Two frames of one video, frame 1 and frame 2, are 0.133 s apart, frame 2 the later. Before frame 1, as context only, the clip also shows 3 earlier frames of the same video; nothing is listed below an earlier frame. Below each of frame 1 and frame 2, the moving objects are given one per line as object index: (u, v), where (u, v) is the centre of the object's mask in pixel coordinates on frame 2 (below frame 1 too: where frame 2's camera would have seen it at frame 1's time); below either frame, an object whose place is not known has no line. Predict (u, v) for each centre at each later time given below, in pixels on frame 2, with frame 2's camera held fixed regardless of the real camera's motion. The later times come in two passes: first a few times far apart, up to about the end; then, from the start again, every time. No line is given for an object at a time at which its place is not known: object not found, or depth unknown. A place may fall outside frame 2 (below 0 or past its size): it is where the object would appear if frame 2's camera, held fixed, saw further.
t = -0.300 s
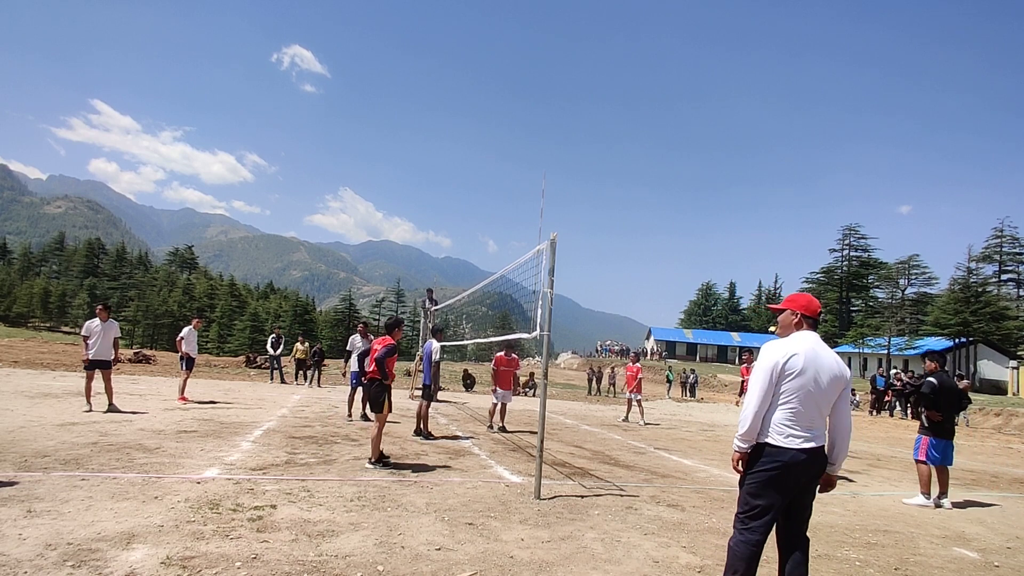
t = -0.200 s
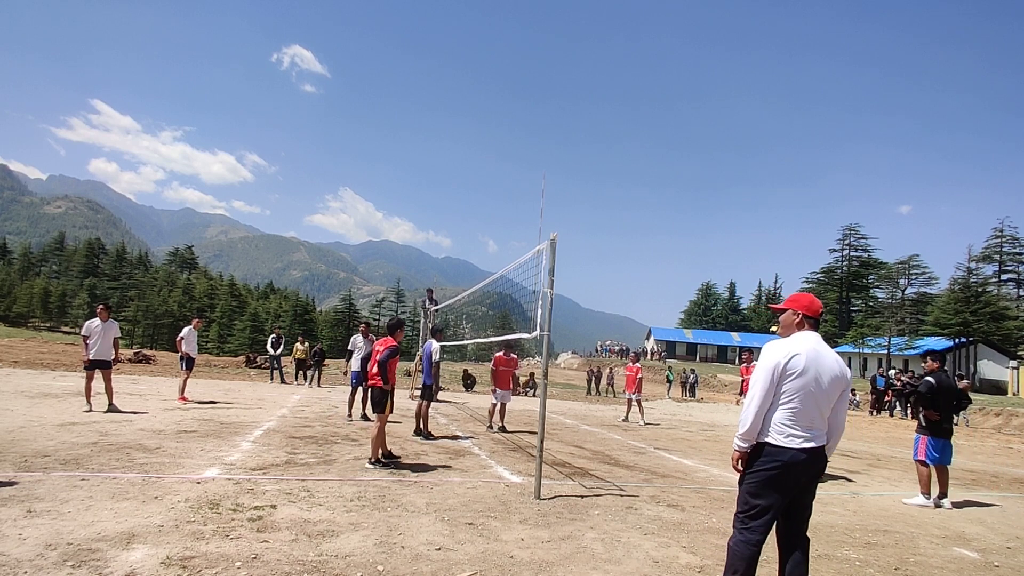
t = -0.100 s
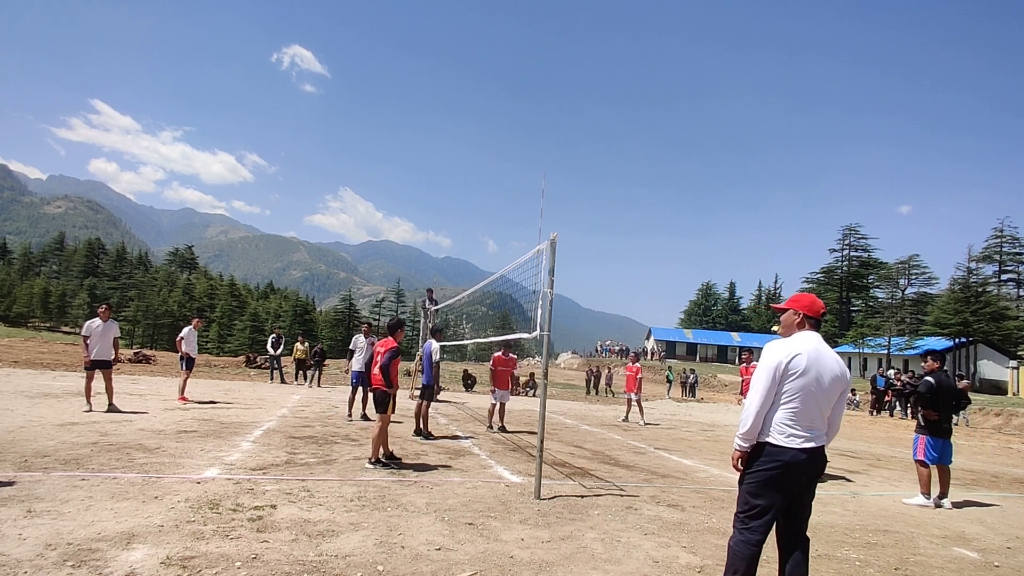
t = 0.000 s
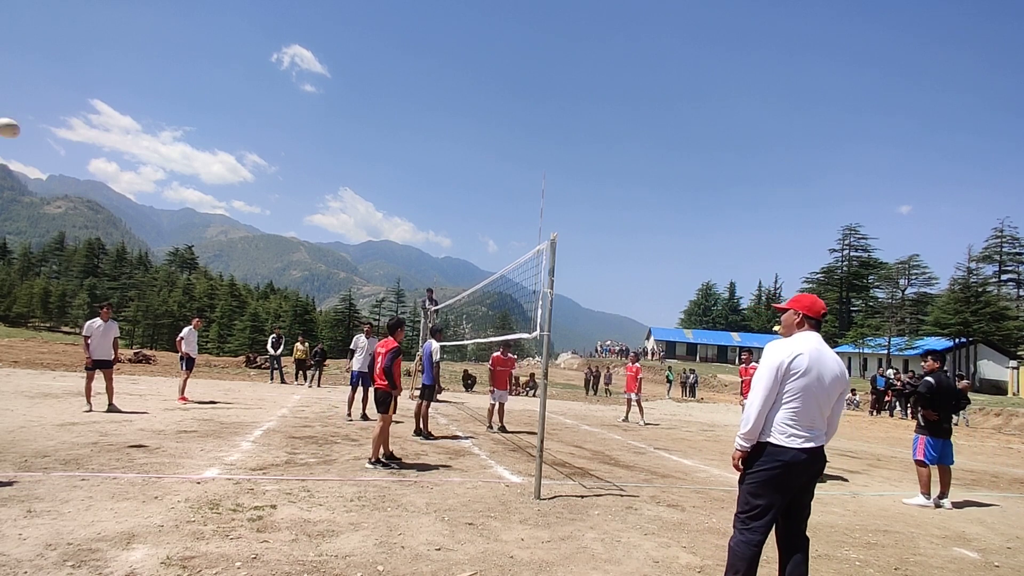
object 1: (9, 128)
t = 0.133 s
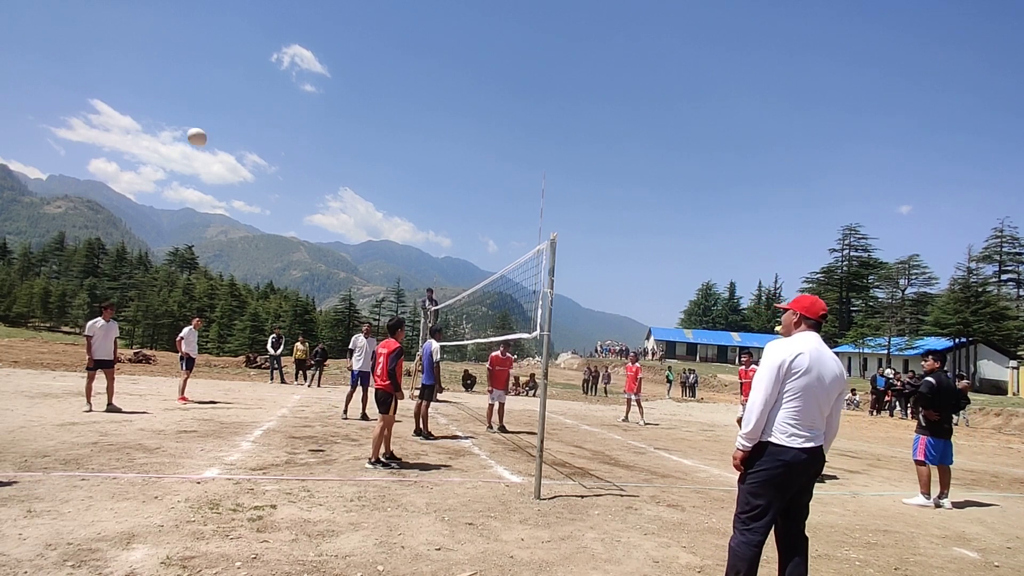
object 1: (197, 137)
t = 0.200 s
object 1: (279, 145)
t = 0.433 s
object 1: (521, 193)
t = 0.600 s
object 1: (664, 243)
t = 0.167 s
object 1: (239, 140)
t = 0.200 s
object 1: (279, 145)
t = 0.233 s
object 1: (318, 150)
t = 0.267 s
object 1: (355, 156)
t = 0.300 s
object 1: (391, 162)
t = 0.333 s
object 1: (426, 169)
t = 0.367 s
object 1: (459, 177)
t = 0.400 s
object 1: (490, 185)
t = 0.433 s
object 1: (521, 193)
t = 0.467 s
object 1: (552, 203)
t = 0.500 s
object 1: (581, 212)
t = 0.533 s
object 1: (610, 222)
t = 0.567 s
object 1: (637, 232)
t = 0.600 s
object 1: (664, 243)
